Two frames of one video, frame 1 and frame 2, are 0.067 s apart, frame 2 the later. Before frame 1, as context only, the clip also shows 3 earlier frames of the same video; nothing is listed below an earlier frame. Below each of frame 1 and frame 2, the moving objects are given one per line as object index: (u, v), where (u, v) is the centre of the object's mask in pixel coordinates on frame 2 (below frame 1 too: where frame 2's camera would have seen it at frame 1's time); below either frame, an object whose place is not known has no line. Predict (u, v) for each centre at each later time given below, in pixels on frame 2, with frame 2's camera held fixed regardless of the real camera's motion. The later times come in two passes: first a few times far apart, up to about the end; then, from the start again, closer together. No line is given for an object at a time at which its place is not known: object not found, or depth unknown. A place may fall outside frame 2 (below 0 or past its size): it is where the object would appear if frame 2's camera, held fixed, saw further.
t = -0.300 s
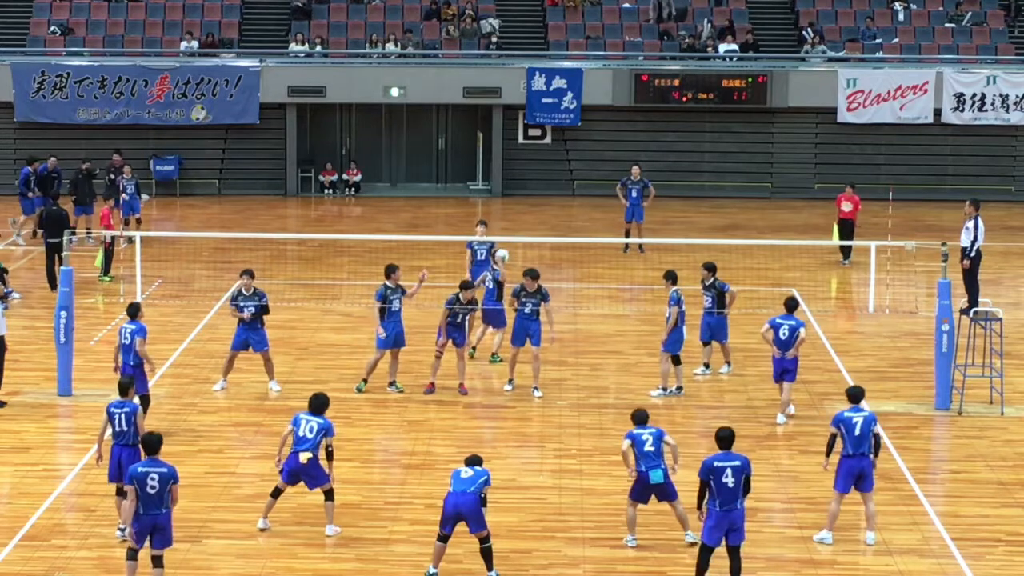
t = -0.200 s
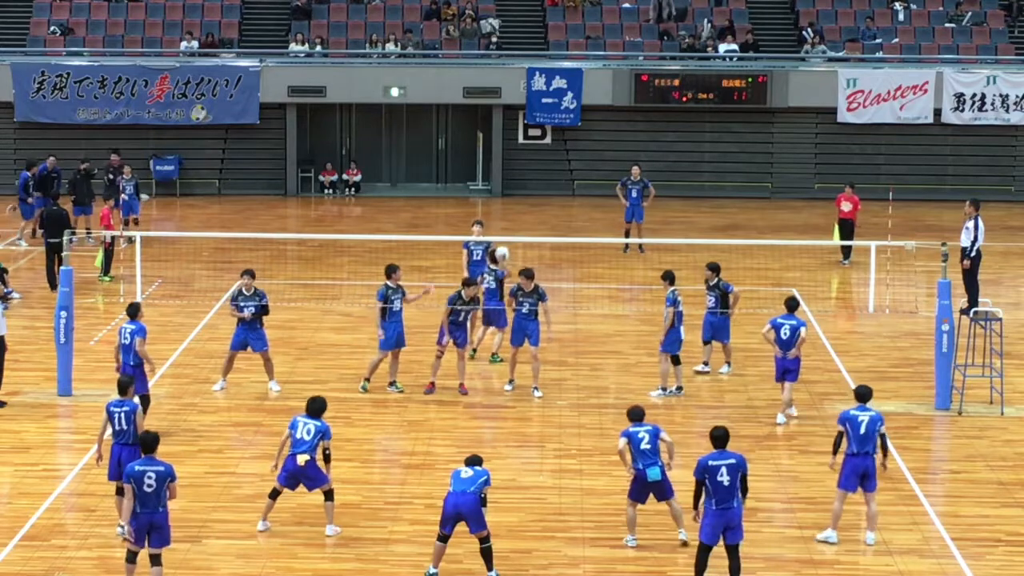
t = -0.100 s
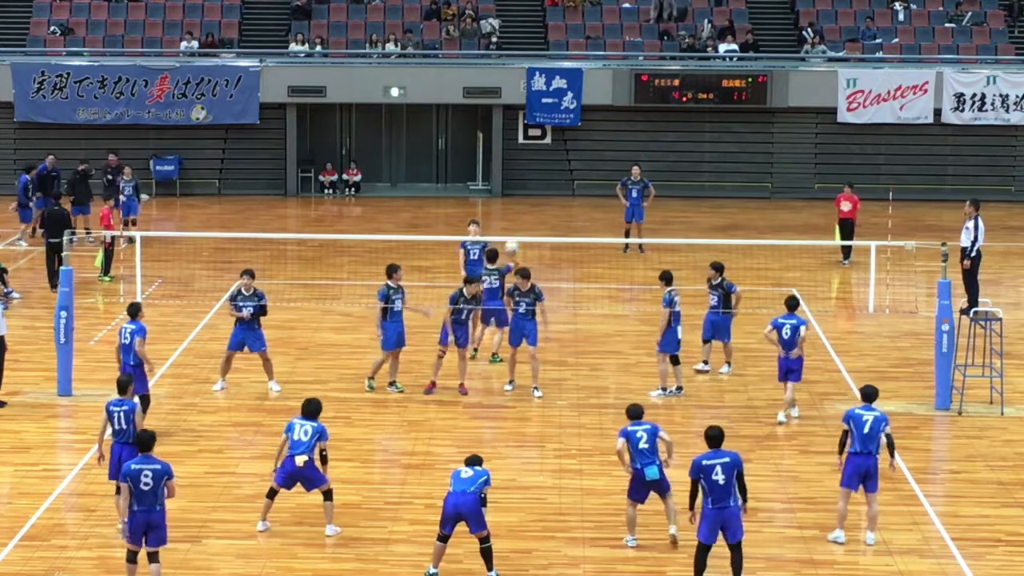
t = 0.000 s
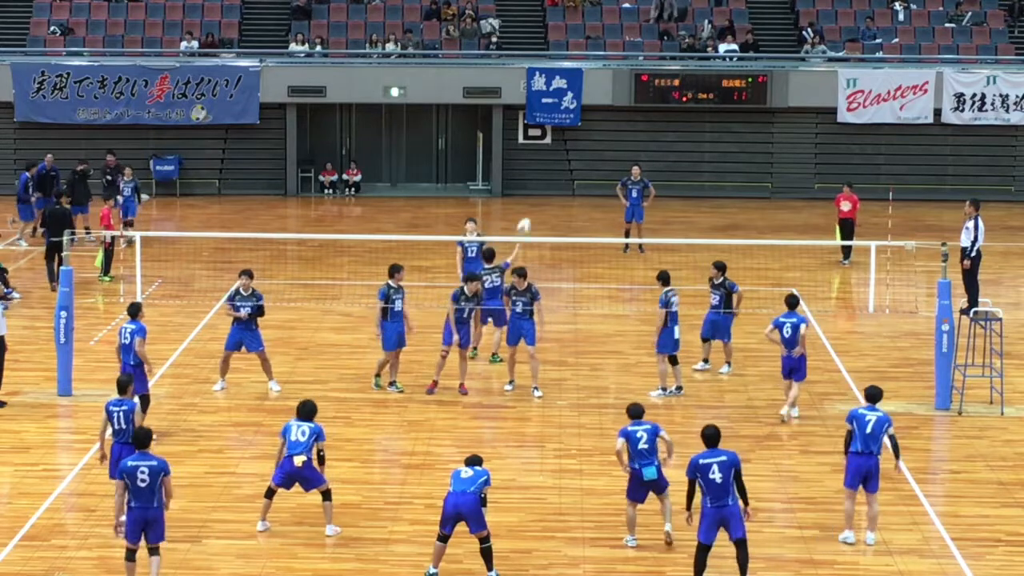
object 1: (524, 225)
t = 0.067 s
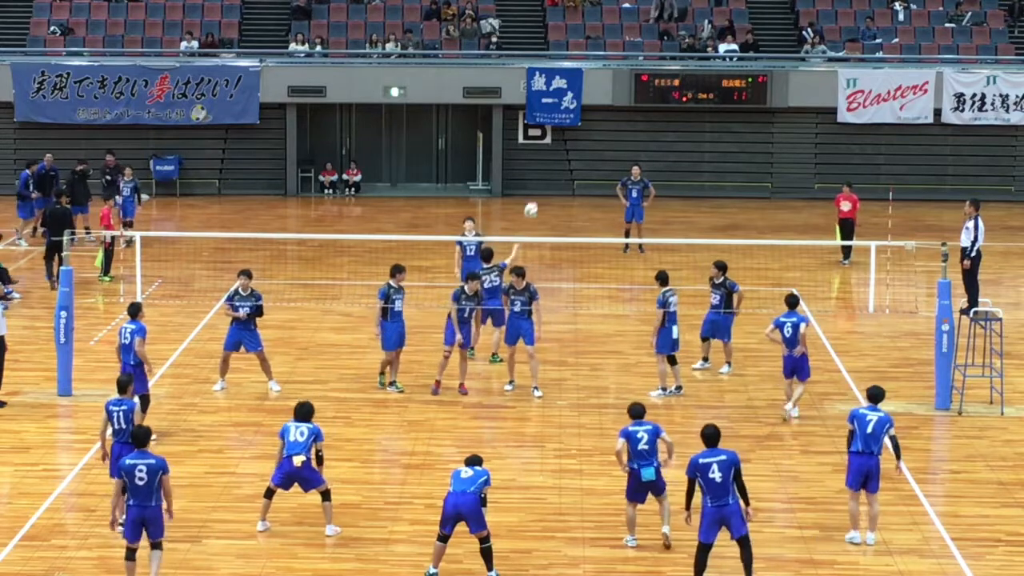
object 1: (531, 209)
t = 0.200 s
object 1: (543, 187)
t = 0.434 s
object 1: (563, 173)
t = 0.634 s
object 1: (577, 183)
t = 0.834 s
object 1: (589, 211)
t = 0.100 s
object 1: (534, 202)
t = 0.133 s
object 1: (537, 196)
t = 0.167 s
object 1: (541, 192)
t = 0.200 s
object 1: (543, 187)
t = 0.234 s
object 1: (547, 183)
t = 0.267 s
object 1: (550, 179)
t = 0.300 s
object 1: (552, 177)
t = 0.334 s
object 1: (555, 175)
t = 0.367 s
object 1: (558, 174)
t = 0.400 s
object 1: (560, 173)
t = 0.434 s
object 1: (563, 173)
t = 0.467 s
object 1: (566, 173)
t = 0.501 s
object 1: (568, 174)
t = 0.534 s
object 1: (570, 175)
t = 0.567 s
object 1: (573, 177)
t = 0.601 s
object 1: (575, 180)
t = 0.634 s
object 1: (577, 183)
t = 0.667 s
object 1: (579, 186)
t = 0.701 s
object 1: (582, 190)
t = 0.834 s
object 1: (589, 211)
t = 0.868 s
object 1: (591, 217)
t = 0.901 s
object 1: (594, 223)
